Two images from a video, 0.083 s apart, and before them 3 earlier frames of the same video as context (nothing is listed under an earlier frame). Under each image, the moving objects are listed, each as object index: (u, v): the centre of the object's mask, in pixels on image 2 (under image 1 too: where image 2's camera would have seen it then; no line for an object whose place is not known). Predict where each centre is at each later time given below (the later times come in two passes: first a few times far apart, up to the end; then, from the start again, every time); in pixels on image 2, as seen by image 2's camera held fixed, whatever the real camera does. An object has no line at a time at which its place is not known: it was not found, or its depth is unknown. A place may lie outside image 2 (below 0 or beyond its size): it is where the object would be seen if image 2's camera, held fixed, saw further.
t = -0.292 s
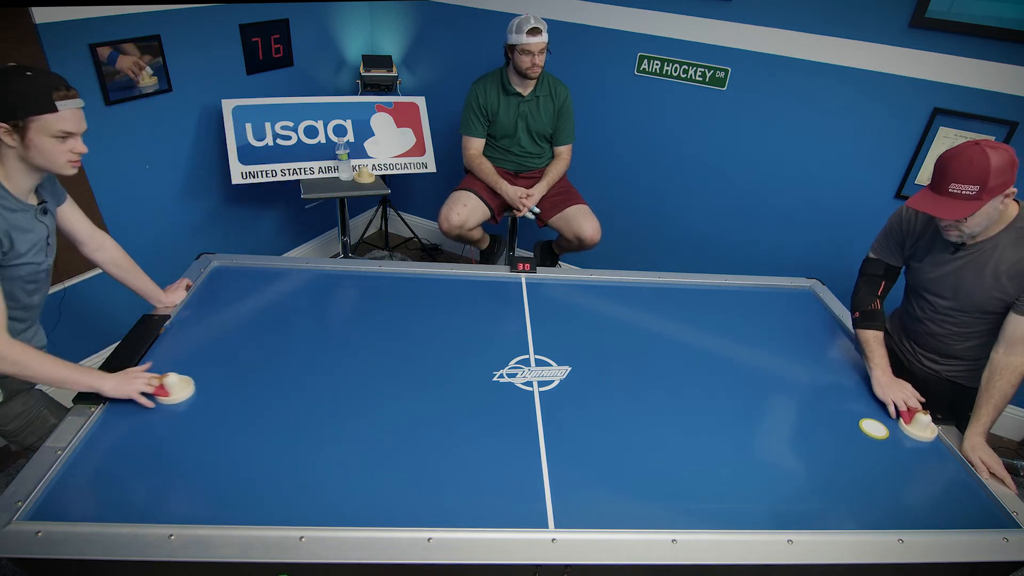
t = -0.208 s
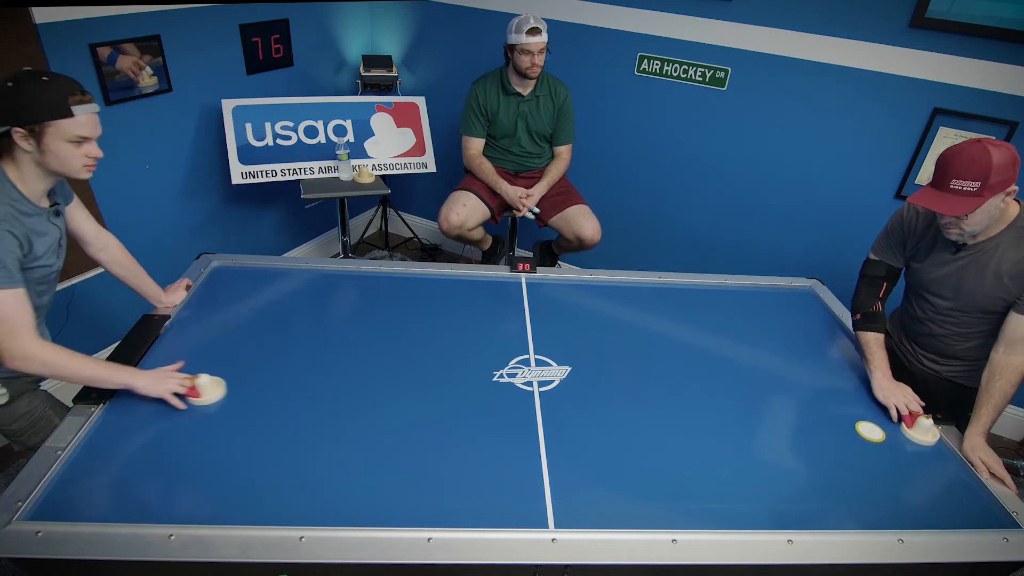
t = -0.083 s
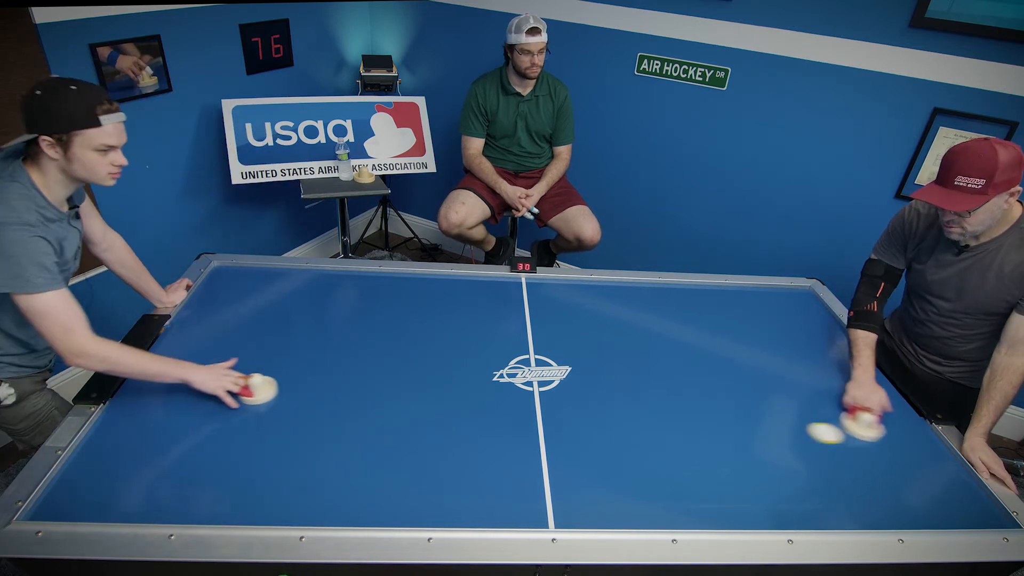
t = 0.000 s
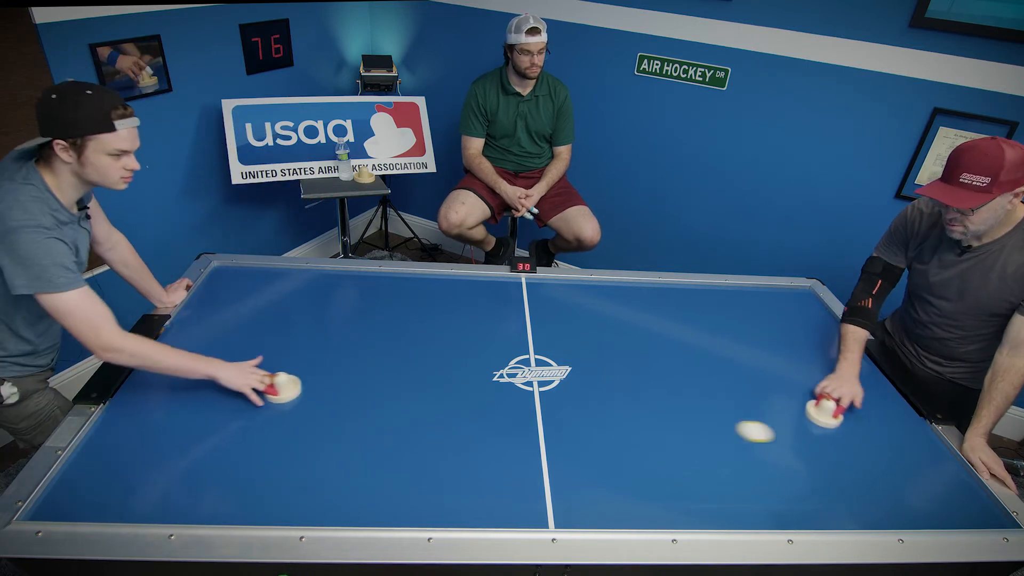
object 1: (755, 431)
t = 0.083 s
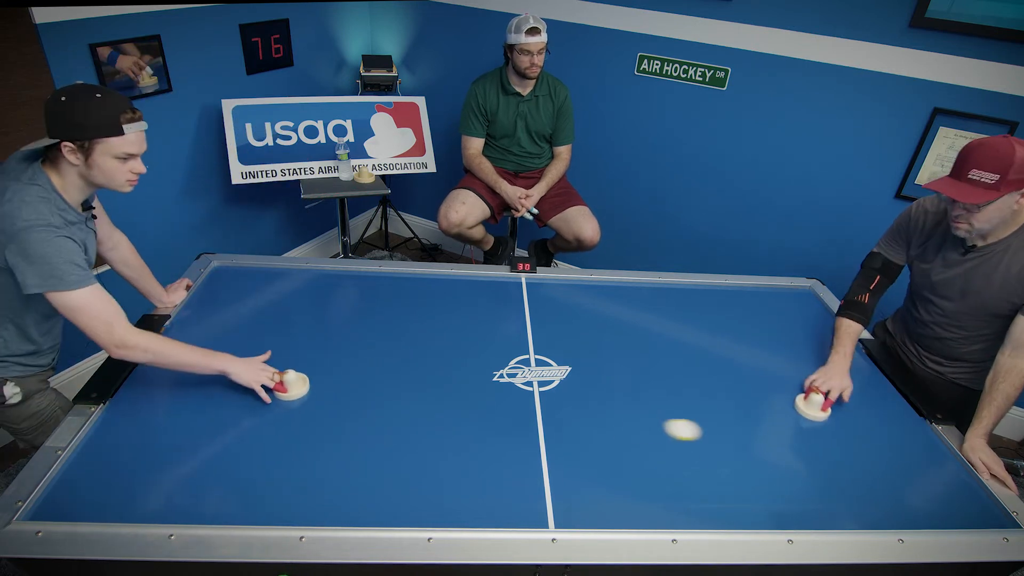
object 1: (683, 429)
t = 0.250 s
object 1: (534, 424)
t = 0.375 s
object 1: (420, 420)
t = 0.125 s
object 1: (646, 428)
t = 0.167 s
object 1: (609, 427)
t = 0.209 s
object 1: (571, 426)
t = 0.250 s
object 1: (534, 424)
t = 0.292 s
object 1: (497, 423)
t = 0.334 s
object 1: (458, 422)
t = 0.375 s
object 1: (420, 420)
